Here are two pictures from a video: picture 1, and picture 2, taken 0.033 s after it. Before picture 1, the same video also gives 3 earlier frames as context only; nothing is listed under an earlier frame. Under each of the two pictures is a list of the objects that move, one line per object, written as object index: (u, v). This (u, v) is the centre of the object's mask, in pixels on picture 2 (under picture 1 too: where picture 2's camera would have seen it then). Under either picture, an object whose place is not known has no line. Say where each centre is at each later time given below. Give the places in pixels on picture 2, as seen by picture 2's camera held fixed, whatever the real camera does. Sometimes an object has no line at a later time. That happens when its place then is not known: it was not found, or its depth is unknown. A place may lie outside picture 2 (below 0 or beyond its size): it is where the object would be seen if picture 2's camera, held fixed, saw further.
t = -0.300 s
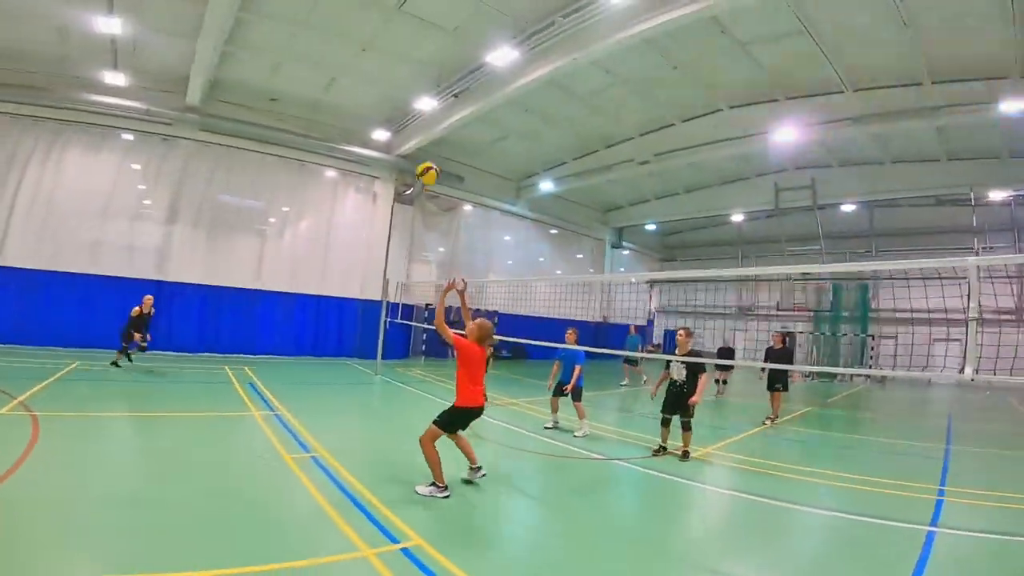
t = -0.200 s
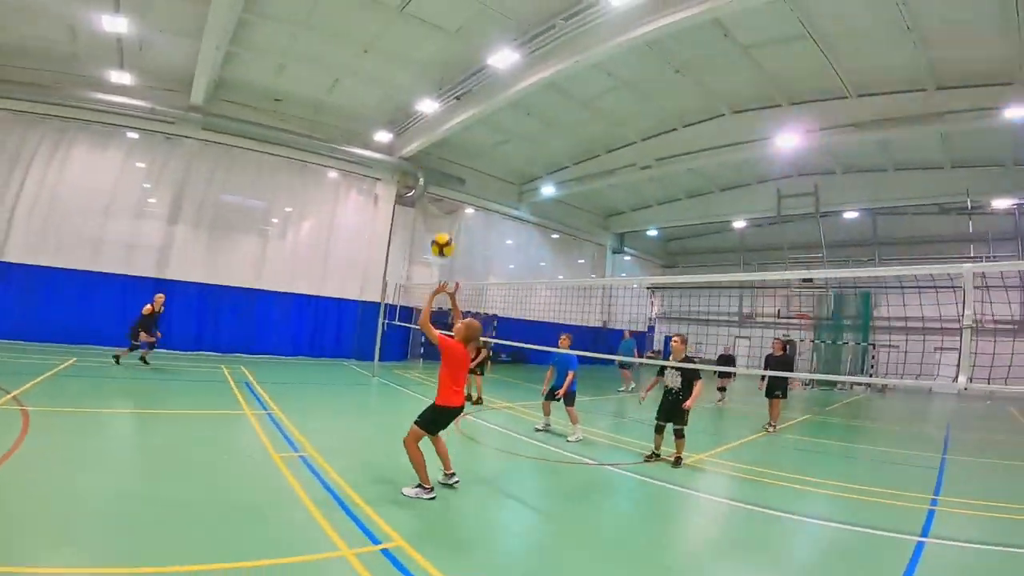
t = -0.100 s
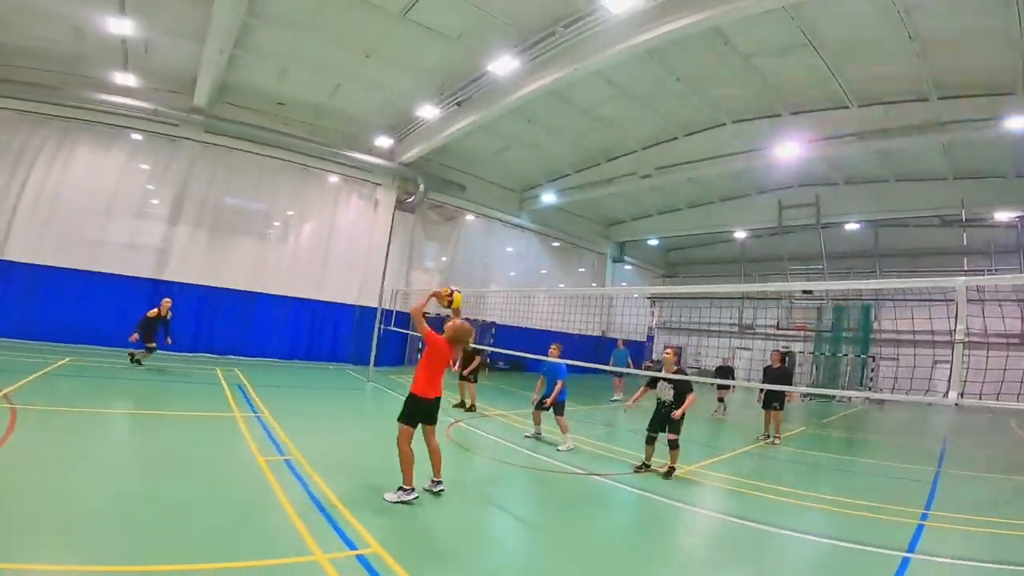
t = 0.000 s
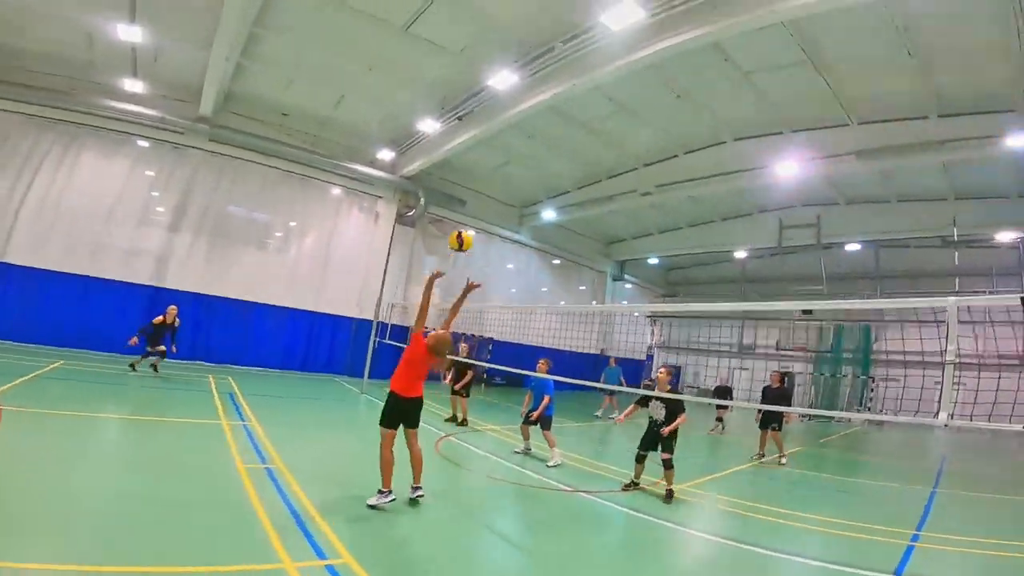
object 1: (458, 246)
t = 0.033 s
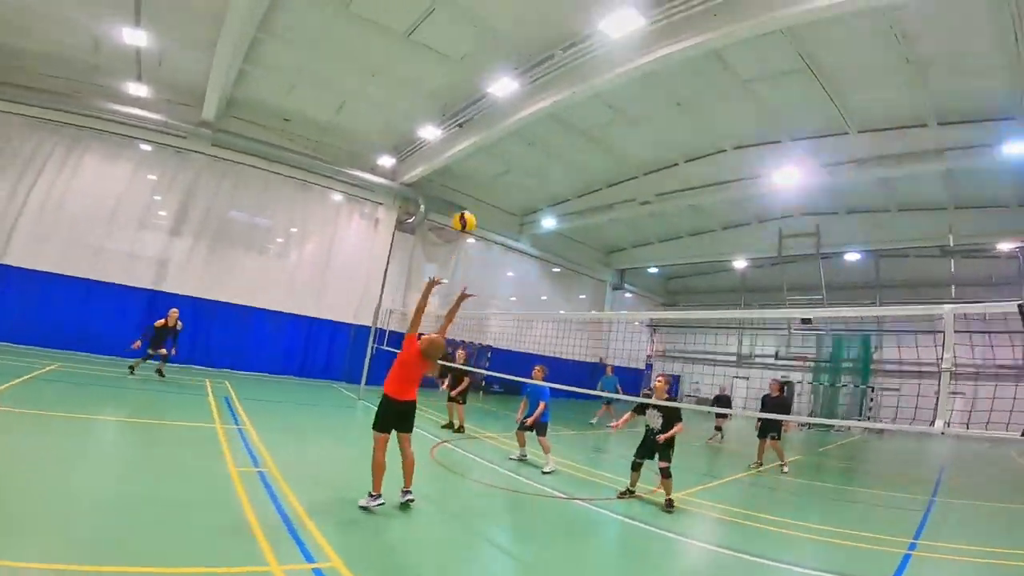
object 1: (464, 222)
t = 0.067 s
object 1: (468, 200)
